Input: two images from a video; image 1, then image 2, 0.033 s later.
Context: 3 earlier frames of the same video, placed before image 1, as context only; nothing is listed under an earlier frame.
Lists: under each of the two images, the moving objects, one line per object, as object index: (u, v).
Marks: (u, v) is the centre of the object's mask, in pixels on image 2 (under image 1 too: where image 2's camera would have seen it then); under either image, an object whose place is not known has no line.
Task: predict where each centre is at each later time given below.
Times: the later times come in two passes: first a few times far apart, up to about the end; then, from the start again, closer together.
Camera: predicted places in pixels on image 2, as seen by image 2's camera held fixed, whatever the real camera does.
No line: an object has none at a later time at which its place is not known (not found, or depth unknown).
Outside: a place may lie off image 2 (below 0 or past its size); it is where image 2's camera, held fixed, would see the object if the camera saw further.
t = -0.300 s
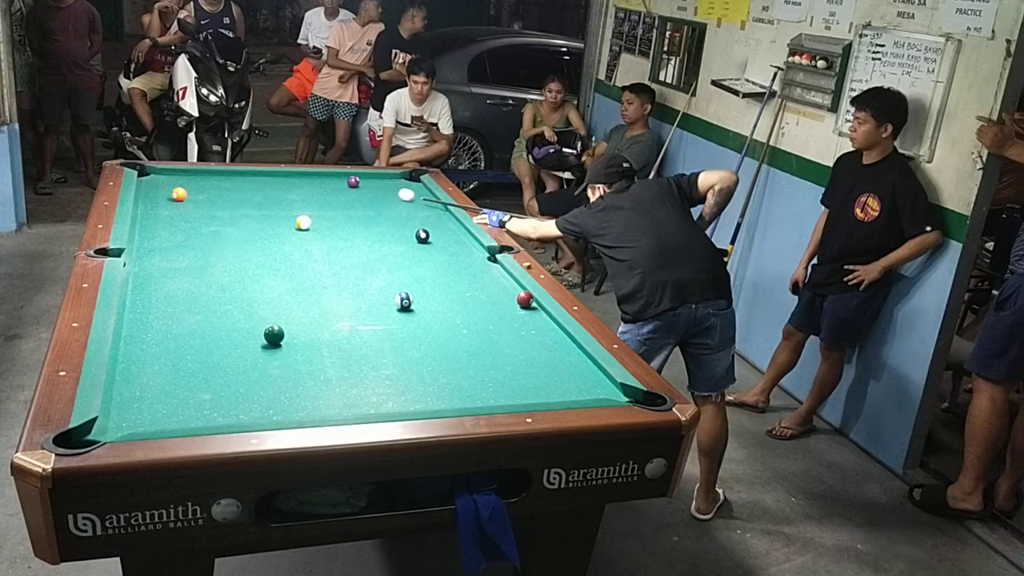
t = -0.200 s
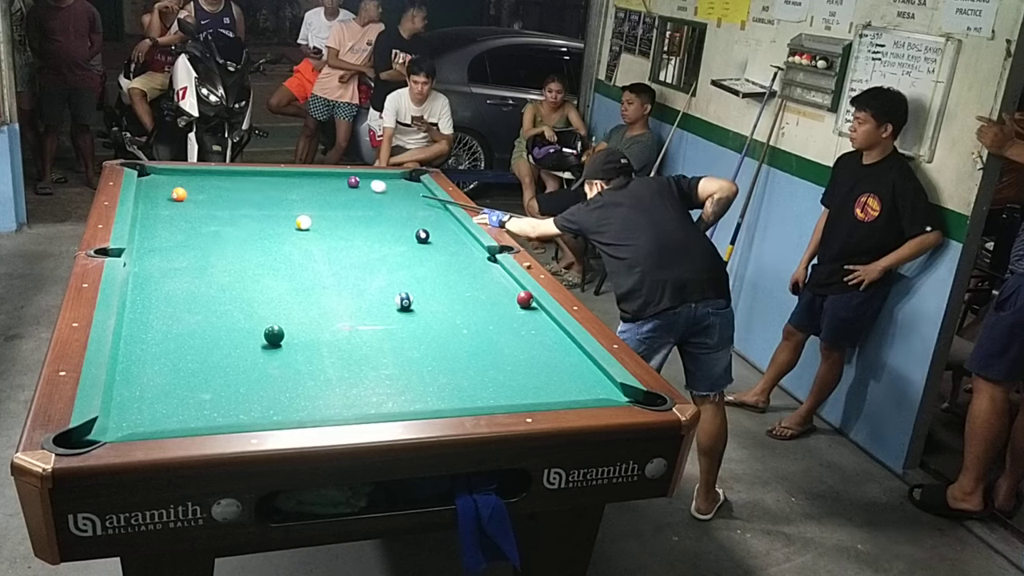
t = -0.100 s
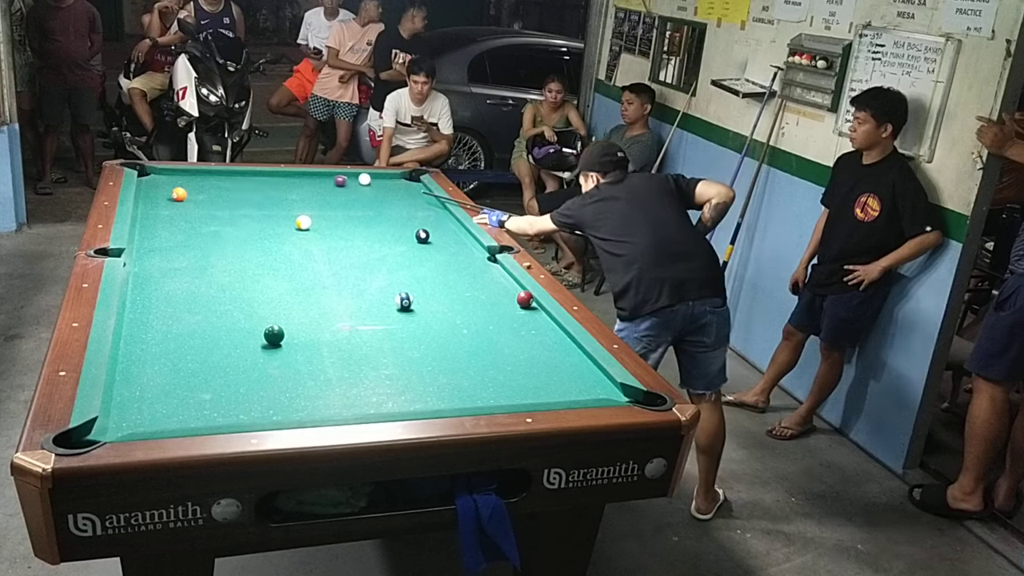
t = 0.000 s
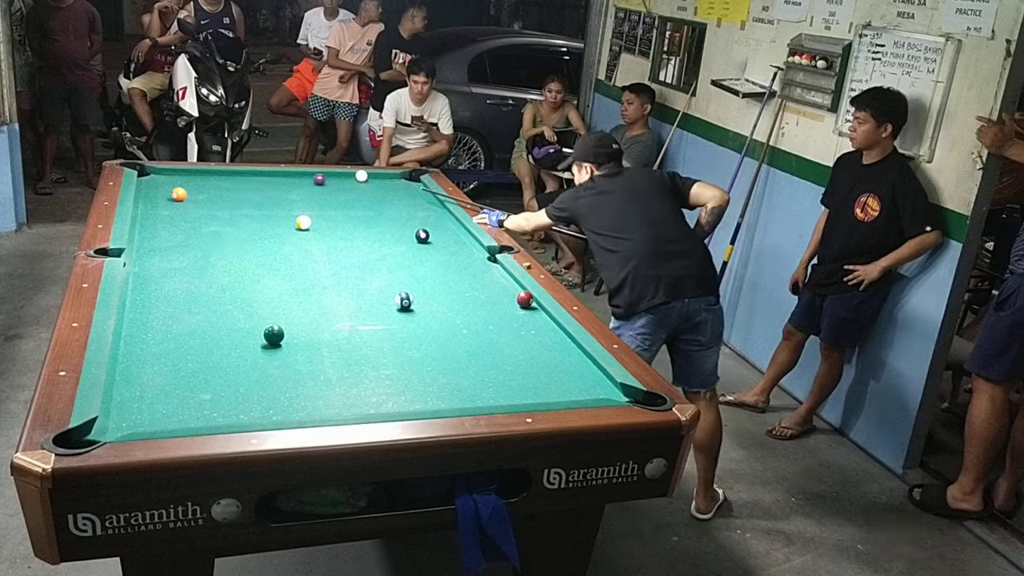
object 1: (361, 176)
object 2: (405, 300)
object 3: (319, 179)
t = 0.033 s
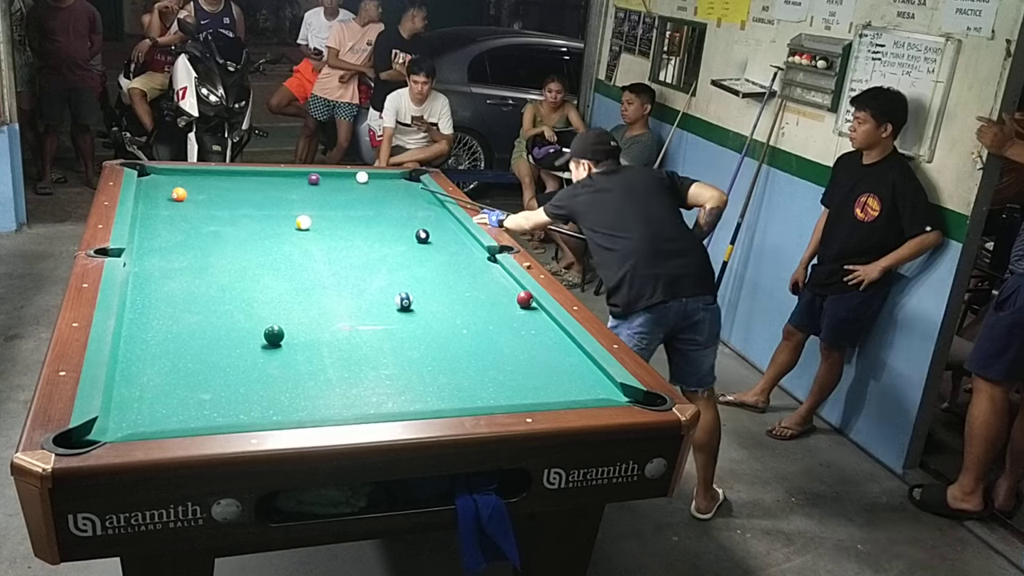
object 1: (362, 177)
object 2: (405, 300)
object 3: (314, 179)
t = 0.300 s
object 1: (366, 188)
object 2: (405, 300)
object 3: (266, 175)
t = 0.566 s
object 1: (370, 199)
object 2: (405, 300)
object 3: (220, 173)
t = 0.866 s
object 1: (375, 213)
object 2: (405, 300)
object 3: (178, 173)
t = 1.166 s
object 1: (381, 227)
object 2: (405, 300)
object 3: (147, 173)
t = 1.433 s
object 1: (386, 240)
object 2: (405, 300)
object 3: (166, 173)
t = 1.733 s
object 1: (392, 257)
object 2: (405, 300)
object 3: (184, 173)
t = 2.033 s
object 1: (398, 274)
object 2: (405, 300)
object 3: (200, 173)
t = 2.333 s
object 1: (406, 289)
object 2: (405, 301)
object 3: (215, 174)
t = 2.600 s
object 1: (414, 298)
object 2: (401, 310)
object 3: (226, 174)
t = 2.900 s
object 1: (423, 302)
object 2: (397, 321)
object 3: (237, 174)
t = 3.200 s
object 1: (431, 305)
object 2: (393, 332)
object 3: (247, 175)
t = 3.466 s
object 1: (436, 307)
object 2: (391, 341)
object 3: (254, 175)
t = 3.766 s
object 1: (440, 309)
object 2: (387, 351)
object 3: (260, 176)
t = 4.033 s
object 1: (443, 310)
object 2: (383, 359)
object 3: (265, 176)
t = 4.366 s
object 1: (444, 310)
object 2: (380, 368)
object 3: (269, 176)
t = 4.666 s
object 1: (444, 310)
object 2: (376, 375)
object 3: (270, 176)
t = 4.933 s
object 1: (443, 310)
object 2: (372, 380)
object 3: (271, 176)
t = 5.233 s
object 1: (443, 310)
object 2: (369, 385)
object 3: (270, 176)
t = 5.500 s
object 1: (444, 310)
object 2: (367, 388)
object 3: (271, 176)
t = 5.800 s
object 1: (444, 310)
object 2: (366, 390)
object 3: (271, 176)
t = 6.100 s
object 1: (444, 310)
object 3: (270, 176)
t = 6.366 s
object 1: (444, 310)
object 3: (270, 176)
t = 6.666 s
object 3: (270, 176)
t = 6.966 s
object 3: (270, 176)
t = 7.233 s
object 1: (443, 310)
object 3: (270, 176)
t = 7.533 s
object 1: (444, 310)
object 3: (270, 176)
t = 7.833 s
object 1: (444, 310)
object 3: (271, 176)
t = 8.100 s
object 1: (444, 310)
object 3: (271, 176)
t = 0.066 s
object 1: (362, 178)
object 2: (405, 300)
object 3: (307, 178)
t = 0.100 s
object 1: (363, 180)
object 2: (405, 300)
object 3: (301, 178)
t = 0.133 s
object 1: (363, 181)
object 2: (405, 300)
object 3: (296, 178)
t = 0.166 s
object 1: (364, 182)
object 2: (405, 300)
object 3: (290, 177)
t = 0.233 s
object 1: (365, 185)
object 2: (405, 300)
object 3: (278, 176)
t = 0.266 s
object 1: (365, 186)
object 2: (405, 300)
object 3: (272, 176)
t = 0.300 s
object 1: (366, 188)
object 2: (405, 300)
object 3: (266, 175)
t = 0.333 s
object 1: (366, 189)
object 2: (405, 300)
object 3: (260, 176)
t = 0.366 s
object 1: (367, 190)
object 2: (405, 300)
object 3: (255, 175)
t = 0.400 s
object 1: (367, 192)
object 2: (405, 300)
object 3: (249, 174)
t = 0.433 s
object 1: (368, 193)
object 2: (405, 300)
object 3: (243, 174)
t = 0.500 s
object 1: (369, 196)
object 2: (405, 300)
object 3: (231, 173)
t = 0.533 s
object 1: (369, 198)
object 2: (405, 300)
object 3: (225, 173)
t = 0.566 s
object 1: (370, 199)
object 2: (405, 300)
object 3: (220, 173)
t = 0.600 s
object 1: (371, 200)
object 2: (405, 300)
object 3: (215, 173)
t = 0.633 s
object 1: (371, 202)
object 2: (405, 300)
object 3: (211, 172)
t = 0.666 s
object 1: (372, 203)
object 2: (405, 300)
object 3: (205, 173)
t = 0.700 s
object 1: (372, 205)
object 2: (405, 300)
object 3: (200, 173)
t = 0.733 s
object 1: (373, 206)
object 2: (405, 300)
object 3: (196, 173)
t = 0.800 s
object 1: (374, 209)
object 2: (405, 300)
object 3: (187, 173)
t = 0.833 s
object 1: (375, 211)
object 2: (405, 300)
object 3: (182, 173)
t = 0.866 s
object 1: (375, 213)
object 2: (405, 300)
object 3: (178, 173)
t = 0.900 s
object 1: (376, 214)
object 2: (405, 300)
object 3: (173, 173)
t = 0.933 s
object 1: (376, 216)
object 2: (405, 300)
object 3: (168, 173)
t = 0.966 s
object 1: (377, 217)
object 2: (405, 300)
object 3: (163, 173)
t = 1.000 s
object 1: (377, 219)
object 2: (405, 300)
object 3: (159, 174)
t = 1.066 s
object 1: (379, 222)
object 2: (405, 300)
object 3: (149, 173)
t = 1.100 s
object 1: (379, 224)
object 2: (405, 300)
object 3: (144, 173)
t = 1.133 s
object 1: (380, 225)
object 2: (405, 300)
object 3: (145, 173)
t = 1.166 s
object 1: (381, 227)
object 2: (405, 300)
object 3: (147, 173)
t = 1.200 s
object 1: (381, 229)
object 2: (405, 300)
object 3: (150, 173)
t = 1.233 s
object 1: (382, 230)
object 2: (405, 300)
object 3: (152, 173)
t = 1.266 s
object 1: (383, 232)
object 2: (405, 300)
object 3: (155, 173)
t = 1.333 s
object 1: (384, 235)
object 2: (405, 300)
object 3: (159, 173)
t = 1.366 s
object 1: (384, 237)
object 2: (405, 300)
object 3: (161, 173)
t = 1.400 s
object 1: (385, 239)
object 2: (405, 300)
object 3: (164, 173)
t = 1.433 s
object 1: (386, 240)
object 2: (405, 300)
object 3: (166, 173)
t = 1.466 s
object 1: (386, 242)
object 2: (405, 300)
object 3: (168, 173)
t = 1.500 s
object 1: (387, 244)
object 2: (405, 300)
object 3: (170, 173)
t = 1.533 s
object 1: (388, 246)
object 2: (405, 300)
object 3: (172, 173)
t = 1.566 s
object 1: (388, 248)
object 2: (405, 300)
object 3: (174, 173)
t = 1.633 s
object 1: (390, 251)
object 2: (405, 300)
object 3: (178, 173)
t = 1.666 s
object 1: (391, 253)
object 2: (405, 300)
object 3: (180, 173)
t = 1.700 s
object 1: (391, 255)
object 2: (405, 300)
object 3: (182, 173)
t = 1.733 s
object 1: (392, 257)
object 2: (405, 300)
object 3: (184, 173)
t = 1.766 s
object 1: (393, 259)
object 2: (405, 300)
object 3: (186, 173)
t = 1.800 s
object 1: (393, 260)
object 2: (405, 300)
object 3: (188, 173)
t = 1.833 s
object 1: (394, 262)
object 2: (405, 300)
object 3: (190, 173)
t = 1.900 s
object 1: (395, 266)
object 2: (405, 300)
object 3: (194, 173)
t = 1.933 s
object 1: (396, 268)
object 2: (405, 300)
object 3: (196, 173)
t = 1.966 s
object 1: (397, 270)
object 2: (405, 300)
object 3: (197, 173)
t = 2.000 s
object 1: (397, 272)
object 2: (405, 300)
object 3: (199, 174)
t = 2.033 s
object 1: (398, 274)
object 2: (405, 300)
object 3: (200, 173)
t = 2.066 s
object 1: (399, 276)
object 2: (405, 300)
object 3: (202, 173)
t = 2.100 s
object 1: (400, 278)
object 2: (405, 300)
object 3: (204, 173)
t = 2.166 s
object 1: (401, 282)
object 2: (405, 301)
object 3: (207, 173)
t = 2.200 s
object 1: (402, 283)
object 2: (405, 300)
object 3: (209, 173)
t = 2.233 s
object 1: (403, 285)
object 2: (405, 301)
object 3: (210, 173)
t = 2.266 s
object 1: (403, 286)
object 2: (405, 301)
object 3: (212, 173)
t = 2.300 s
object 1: (404, 287)
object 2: (405, 300)
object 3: (214, 173)
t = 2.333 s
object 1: (406, 289)
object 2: (405, 301)
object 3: (215, 174)
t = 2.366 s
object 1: (407, 290)
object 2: (405, 301)
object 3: (217, 174)
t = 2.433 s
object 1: (410, 293)
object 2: (403, 304)
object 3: (220, 174)
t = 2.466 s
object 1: (411, 294)
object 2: (403, 305)
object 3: (221, 174)
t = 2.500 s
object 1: (412, 295)
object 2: (402, 306)
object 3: (222, 174)
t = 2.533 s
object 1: (413, 296)
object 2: (402, 307)
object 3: (223, 174)
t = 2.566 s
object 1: (413, 297)
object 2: (401, 308)
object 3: (224, 174)
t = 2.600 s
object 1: (414, 298)
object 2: (401, 310)
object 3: (226, 174)
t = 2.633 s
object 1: (415, 298)
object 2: (400, 311)
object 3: (227, 174)
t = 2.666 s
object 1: (416, 299)
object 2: (400, 312)
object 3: (229, 174)
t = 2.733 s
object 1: (419, 300)
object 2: (399, 315)
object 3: (231, 174)
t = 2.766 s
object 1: (419, 300)
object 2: (398, 316)
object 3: (233, 174)
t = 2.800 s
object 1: (420, 301)
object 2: (398, 317)
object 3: (234, 174)
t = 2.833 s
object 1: (421, 301)
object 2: (398, 319)
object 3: (235, 174)
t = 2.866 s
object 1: (422, 302)
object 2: (398, 320)
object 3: (236, 174)
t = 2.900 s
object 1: (423, 302)
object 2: (397, 321)
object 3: (237, 174)
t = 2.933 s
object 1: (424, 302)
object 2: (397, 322)
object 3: (239, 174)
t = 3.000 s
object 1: (426, 303)
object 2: (396, 325)
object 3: (241, 175)
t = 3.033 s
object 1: (427, 303)
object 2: (396, 326)
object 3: (242, 175)
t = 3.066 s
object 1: (428, 304)
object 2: (395, 327)
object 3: (243, 175)
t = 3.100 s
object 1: (429, 304)
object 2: (395, 328)
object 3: (244, 175)
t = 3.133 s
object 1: (430, 304)
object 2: (394, 330)
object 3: (245, 175)
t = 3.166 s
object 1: (430, 305)
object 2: (394, 331)
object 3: (246, 175)
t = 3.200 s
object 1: (431, 305)
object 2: (393, 332)
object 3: (247, 175)
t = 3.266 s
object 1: (432, 306)
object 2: (393, 334)
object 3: (249, 175)
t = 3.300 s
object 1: (433, 306)
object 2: (392, 336)
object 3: (249, 175)
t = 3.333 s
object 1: (434, 306)
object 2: (392, 337)
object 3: (250, 175)
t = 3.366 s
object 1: (434, 307)
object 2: (392, 338)
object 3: (251, 175)
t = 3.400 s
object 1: (435, 307)
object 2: (392, 339)
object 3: (252, 175)
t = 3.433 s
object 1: (435, 307)
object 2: (391, 340)
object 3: (253, 175)
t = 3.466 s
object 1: (436, 307)
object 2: (391, 341)
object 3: (254, 175)
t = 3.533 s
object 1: (437, 308)
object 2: (390, 344)
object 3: (256, 175)
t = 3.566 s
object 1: (438, 308)
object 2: (389, 345)
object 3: (256, 176)
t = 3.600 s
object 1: (438, 308)
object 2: (389, 346)
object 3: (257, 176)
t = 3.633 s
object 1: (439, 308)
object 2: (388, 347)
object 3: (258, 175)
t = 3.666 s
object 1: (439, 309)
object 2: (388, 348)
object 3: (259, 176)
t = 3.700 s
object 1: (440, 309)
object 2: (388, 349)
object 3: (259, 176)
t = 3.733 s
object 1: (440, 309)
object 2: (387, 350)
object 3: (260, 176)
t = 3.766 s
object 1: (440, 309)
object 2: (387, 351)
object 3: (260, 176)
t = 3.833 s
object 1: (441, 309)
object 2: (386, 353)
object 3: (262, 176)
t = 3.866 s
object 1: (442, 309)
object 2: (386, 354)
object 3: (262, 176)
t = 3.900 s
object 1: (442, 309)
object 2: (385, 355)
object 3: (262, 176)
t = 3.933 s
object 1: (442, 309)
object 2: (384, 356)
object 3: (263, 176)
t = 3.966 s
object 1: (443, 310)
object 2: (384, 357)
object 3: (264, 176)
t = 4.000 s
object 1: (443, 310)
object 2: (384, 358)
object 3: (264, 176)
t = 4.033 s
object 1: (443, 310)
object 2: (383, 359)
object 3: (265, 176)
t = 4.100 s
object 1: (444, 310)
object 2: (382, 361)
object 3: (265, 176)
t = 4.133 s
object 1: (444, 310)
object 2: (382, 362)
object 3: (266, 176)
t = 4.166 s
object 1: (444, 310)
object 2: (381, 362)
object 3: (266, 176)
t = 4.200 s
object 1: (444, 310)
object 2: (381, 363)
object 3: (267, 176)
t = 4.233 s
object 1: (444, 310)
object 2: (381, 364)
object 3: (267, 176)
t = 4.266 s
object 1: (444, 310)
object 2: (381, 365)
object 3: (268, 176)
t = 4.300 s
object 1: (444, 310)
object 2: (380, 366)
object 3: (268, 176)
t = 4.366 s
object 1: (444, 310)
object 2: (380, 368)
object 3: (269, 176)
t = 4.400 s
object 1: (444, 309)
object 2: (379, 368)
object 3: (269, 176)
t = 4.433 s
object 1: (444, 310)
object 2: (379, 369)
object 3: (269, 176)
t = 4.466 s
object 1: (444, 310)
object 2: (378, 370)
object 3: (269, 176)
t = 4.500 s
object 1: (444, 310)
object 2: (378, 371)
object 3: (269, 176)
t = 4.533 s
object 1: (444, 310)
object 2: (377, 372)
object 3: (270, 176)
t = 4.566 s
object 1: (444, 310)
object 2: (377, 373)
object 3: (270, 176)
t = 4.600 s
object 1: (444, 310)
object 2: (377, 374)
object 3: (270, 176)
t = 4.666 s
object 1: (444, 310)
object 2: (376, 375)
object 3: (270, 176)
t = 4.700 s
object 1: (443, 310)
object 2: (375, 375)
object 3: (270, 176)
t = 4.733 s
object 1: (443, 310)
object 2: (375, 376)
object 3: (270, 176)
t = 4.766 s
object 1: (444, 310)
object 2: (374, 377)
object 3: (271, 176)
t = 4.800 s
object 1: (444, 310)
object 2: (374, 378)
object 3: (270, 176)
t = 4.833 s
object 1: (444, 310)
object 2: (374, 378)
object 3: (270, 176)
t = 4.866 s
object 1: (444, 310)
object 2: (373, 379)
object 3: (271, 176)
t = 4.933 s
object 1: (443, 310)
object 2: (372, 380)
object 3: (271, 176)
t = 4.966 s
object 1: (443, 310)
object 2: (372, 381)
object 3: (270, 176)
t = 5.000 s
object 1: (444, 310)
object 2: (372, 381)
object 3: (270, 176)
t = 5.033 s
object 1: (444, 310)
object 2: (371, 382)
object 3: (271, 176)
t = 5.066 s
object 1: (443, 310)
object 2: (371, 382)
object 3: (270, 176)
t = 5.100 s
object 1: (443, 310)
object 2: (371, 383)
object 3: (270, 176)
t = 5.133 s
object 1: (443, 310)
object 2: (370, 383)
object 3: (270, 176)
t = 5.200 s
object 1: (443, 310)
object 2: (370, 384)
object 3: (270, 176)
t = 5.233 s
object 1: (443, 310)
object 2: (369, 385)
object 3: (270, 176)
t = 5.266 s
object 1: (444, 310)
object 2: (369, 385)
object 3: (270, 176)
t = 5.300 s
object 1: (444, 310)
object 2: (369, 386)
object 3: (270, 176)
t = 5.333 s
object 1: (443, 310)
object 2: (368, 386)
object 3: (270, 176)
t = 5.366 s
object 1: (443, 310)
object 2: (368, 386)
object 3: (270, 176)
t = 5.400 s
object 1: (444, 310)
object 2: (368, 387)
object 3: (270, 176)
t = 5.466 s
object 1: (444, 310)
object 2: (368, 387)
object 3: (271, 176)
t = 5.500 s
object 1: (444, 310)
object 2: (367, 388)
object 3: (271, 176)
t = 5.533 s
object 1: (444, 310)
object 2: (367, 388)
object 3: (271, 176)
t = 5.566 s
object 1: (444, 310)
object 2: (367, 388)
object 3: (271, 176)
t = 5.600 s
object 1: (444, 310)
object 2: (367, 389)
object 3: (271, 176)
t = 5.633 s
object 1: (444, 310)
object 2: (367, 389)
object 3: (271, 176)
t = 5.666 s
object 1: (444, 310)
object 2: (366, 389)
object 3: (271, 176)
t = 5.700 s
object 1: (444, 310)
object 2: (366, 389)
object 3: (271, 176)
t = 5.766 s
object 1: (444, 310)
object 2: (366, 389)
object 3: (271, 176)
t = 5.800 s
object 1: (444, 310)
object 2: (366, 390)
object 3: (271, 176)
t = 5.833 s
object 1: (444, 310)
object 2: (366, 390)
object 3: (271, 176)
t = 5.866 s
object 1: (444, 310)
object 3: (271, 176)
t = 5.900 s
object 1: (444, 310)
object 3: (271, 176)
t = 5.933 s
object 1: (444, 310)
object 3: (271, 176)
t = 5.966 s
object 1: (444, 310)
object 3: (271, 176)
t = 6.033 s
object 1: (444, 310)
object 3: (270, 176)
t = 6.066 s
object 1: (444, 310)
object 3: (270, 176)
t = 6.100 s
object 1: (444, 310)
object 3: (270, 176)
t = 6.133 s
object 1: (444, 310)
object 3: (270, 176)
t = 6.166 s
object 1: (444, 310)
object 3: (270, 176)
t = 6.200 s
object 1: (444, 310)
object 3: (270, 176)
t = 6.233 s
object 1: (444, 310)
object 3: (271, 176)
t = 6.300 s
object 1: (444, 310)
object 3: (270, 176)
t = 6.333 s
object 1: (444, 310)
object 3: (271, 176)
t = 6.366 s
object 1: (444, 310)
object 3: (270, 176)
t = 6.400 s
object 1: (444, 310)
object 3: (270, 176)
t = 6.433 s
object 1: (444, 310)
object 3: (270, 176)
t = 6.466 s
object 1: (444, 310)
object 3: (270, 176)
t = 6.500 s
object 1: (444, 310)
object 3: (270, 176)
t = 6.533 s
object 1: (444, 310)
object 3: (270, 176)
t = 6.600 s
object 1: (444, 310)
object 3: (270, 176)
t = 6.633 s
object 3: (270, 176)
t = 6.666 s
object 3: (270, 176)
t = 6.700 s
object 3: (270, 176)
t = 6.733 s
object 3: (270, 176)
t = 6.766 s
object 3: (270, 176)
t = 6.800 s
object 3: (270, 176)
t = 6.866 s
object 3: (270, 176)
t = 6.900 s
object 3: (270, 176)
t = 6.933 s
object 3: (270, 176)
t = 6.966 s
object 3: (270, 176)
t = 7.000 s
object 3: (270, 176)
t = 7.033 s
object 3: (270, 176)
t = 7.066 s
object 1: (441, 310)
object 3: (270, 176)
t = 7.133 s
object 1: (443, 310)
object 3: (270, 176)
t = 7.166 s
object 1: (443, 310)
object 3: (270, 176)
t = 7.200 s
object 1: (443, 310)
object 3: (270, 176)
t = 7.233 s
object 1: (443, 310)
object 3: (270, 176)
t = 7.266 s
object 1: (443, 310)
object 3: (270, 176)
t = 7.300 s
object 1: (443, 310)
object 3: (270, 176)
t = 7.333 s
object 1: (444, 310)
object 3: (270, 176)
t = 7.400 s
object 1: (444, 310)
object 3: (270, 176)
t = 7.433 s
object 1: (444, 310)
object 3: (270, 176)
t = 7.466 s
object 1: (444, 310)
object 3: (271, 176)
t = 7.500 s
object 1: (444, 310)
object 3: (271, 176)
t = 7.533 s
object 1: (444, 310)
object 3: (270, 176)
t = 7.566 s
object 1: (444, 310)
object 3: (271, 176)
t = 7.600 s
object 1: (444, 310)
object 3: (271, 176)
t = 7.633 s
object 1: (444, 310)
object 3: (270, 176)
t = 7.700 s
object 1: (444, 310)
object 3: (270, 176)
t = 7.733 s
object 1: (444, 310)
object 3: (270, 176)
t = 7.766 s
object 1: (444, 310)
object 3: (270, 176)
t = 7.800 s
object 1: (444, 310)
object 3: (270, 176)
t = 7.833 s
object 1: (444, 310)
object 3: (271, 176)
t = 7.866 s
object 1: (444, 310)
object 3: (271, 176)
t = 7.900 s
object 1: (444, 310)
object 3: (271, 176)
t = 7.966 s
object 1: (444, 310)
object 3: (270, 176)
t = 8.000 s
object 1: (444, 310)
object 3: (271, 176)
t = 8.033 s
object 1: (444, 310)
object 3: (270, 176)
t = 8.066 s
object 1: (444, 310)
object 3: (271, 176)
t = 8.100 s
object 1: (444, 310)
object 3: (271, 176)
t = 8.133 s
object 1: (444, 310)
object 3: (271, 176)
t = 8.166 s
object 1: (444, 310)
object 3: (270, 176)
